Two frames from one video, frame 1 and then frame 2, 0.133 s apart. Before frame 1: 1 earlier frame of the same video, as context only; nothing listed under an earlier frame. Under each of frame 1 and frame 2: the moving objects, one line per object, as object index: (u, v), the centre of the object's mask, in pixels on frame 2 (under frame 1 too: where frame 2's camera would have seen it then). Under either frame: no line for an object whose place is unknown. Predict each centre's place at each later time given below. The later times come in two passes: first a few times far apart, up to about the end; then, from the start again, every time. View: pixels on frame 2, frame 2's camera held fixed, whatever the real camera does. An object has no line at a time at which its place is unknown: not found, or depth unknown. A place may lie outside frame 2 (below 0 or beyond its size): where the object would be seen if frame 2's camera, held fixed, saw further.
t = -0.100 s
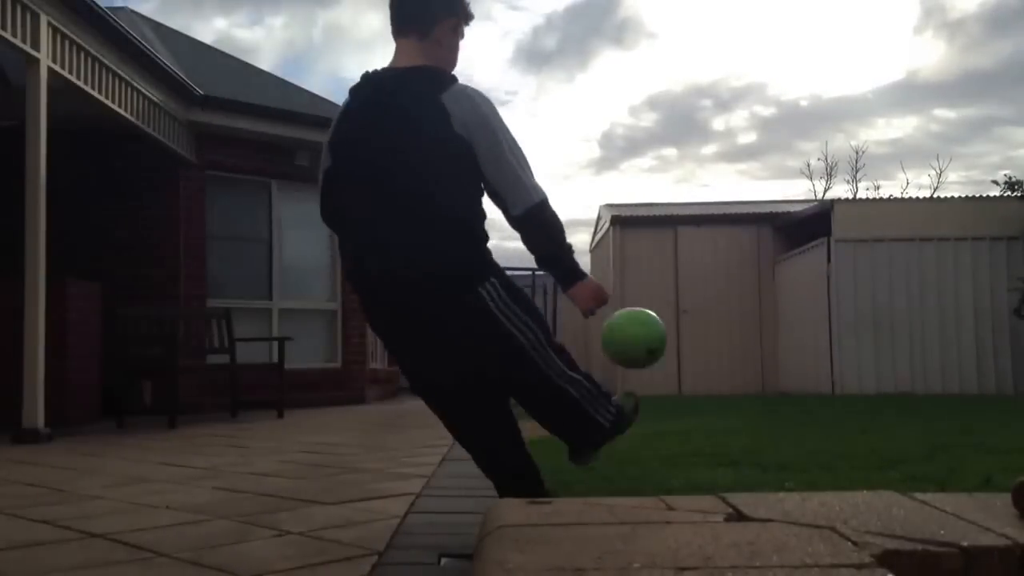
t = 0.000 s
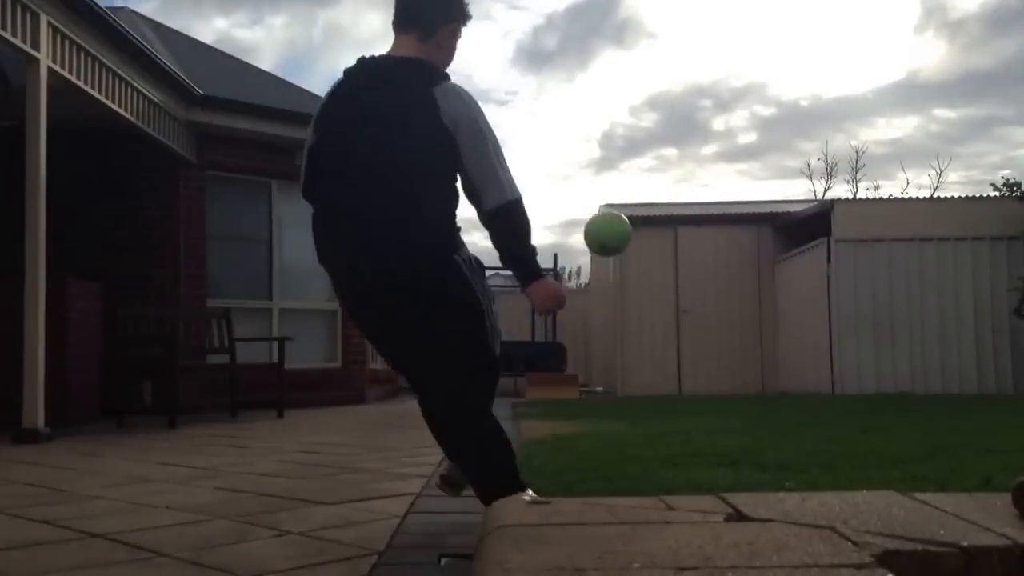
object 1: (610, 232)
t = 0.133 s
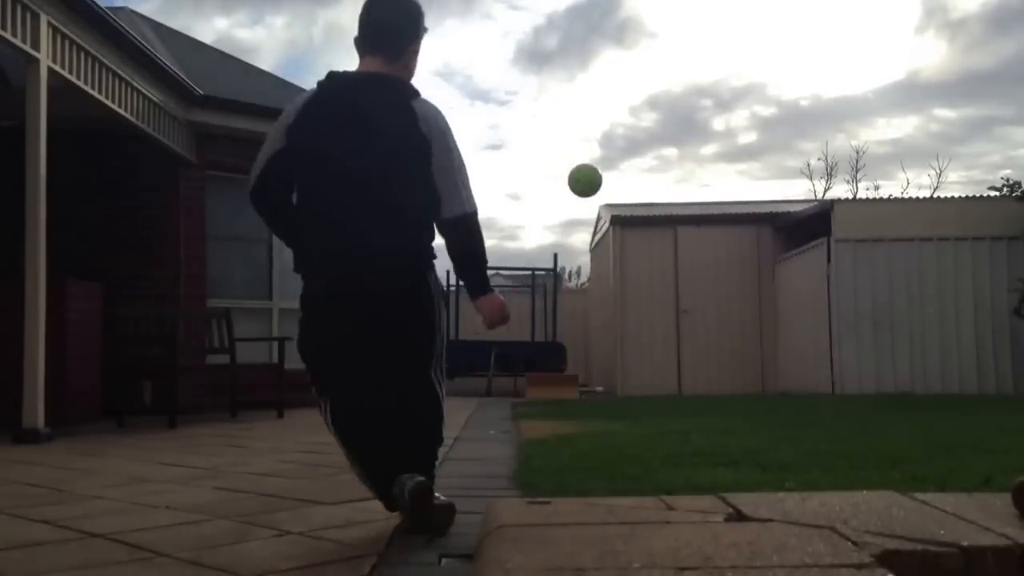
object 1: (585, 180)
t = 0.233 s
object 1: (571, 169)
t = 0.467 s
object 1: (543, 189)
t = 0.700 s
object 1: (518, 241)
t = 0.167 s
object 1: (580, 174)
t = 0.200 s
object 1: (575, 171)
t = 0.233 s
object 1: (571, 169)
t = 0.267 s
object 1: (567, 168)
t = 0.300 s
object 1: (562, 169)
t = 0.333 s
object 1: (558, 171)
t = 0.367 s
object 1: (554, 174)
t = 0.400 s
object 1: (550, 178)
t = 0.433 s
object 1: (546, 183)
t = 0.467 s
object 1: (543, 189)
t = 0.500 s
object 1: (539, 195)
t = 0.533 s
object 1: (535, 201)
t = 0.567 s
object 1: (532, 209)
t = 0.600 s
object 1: (528, 216)
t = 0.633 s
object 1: (525, 224)
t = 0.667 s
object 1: (521, 232)
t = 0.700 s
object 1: (518, 241)
